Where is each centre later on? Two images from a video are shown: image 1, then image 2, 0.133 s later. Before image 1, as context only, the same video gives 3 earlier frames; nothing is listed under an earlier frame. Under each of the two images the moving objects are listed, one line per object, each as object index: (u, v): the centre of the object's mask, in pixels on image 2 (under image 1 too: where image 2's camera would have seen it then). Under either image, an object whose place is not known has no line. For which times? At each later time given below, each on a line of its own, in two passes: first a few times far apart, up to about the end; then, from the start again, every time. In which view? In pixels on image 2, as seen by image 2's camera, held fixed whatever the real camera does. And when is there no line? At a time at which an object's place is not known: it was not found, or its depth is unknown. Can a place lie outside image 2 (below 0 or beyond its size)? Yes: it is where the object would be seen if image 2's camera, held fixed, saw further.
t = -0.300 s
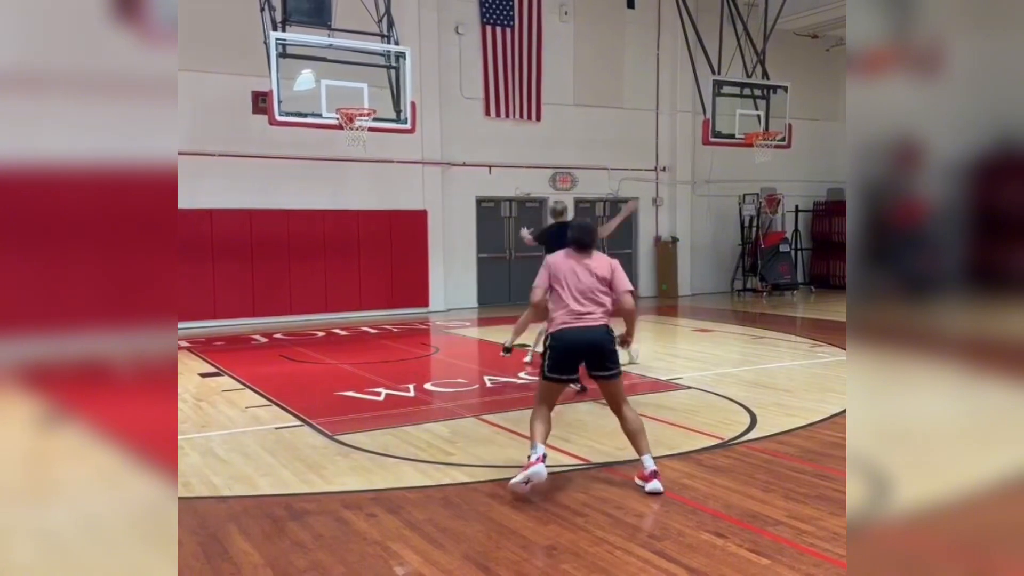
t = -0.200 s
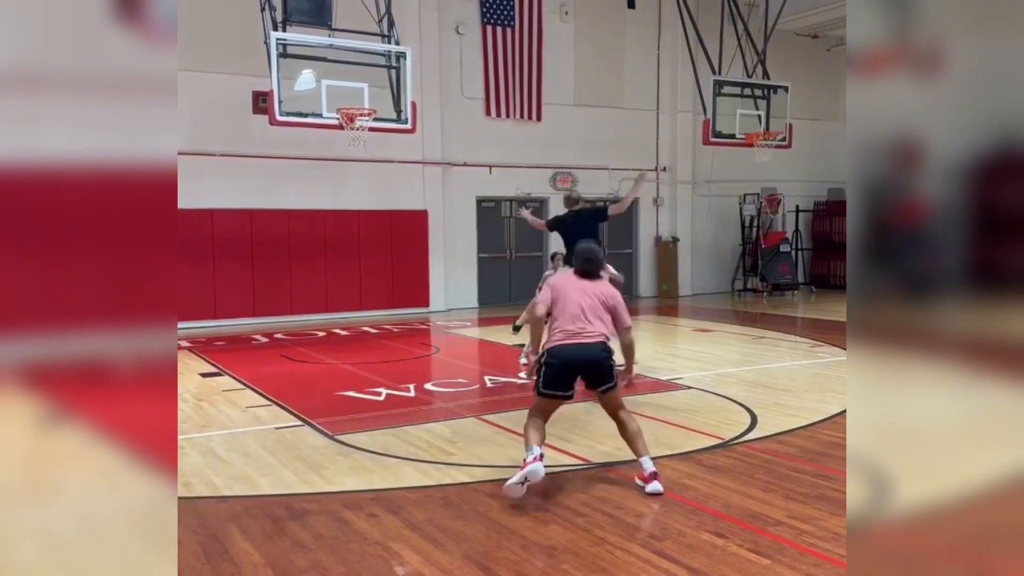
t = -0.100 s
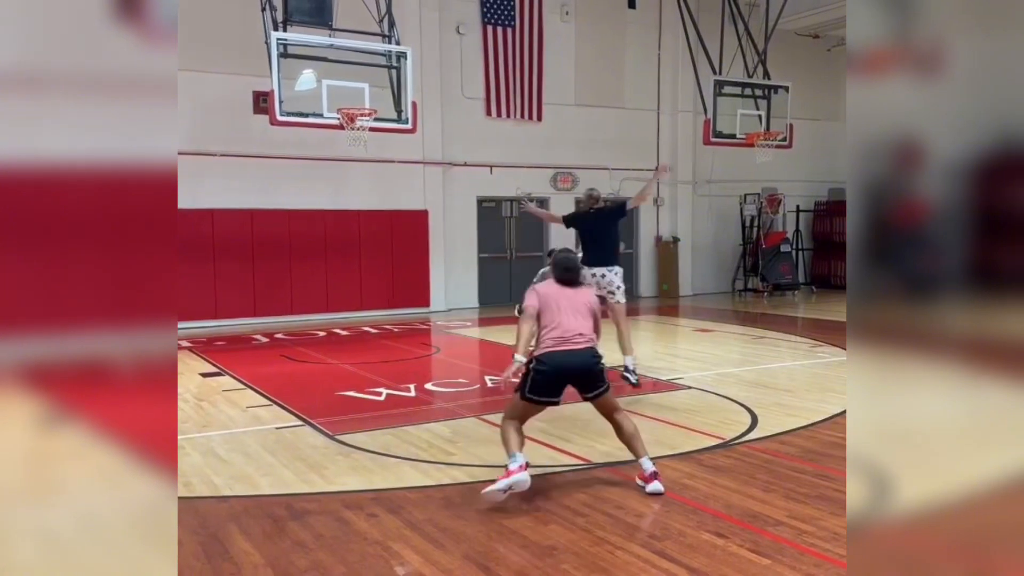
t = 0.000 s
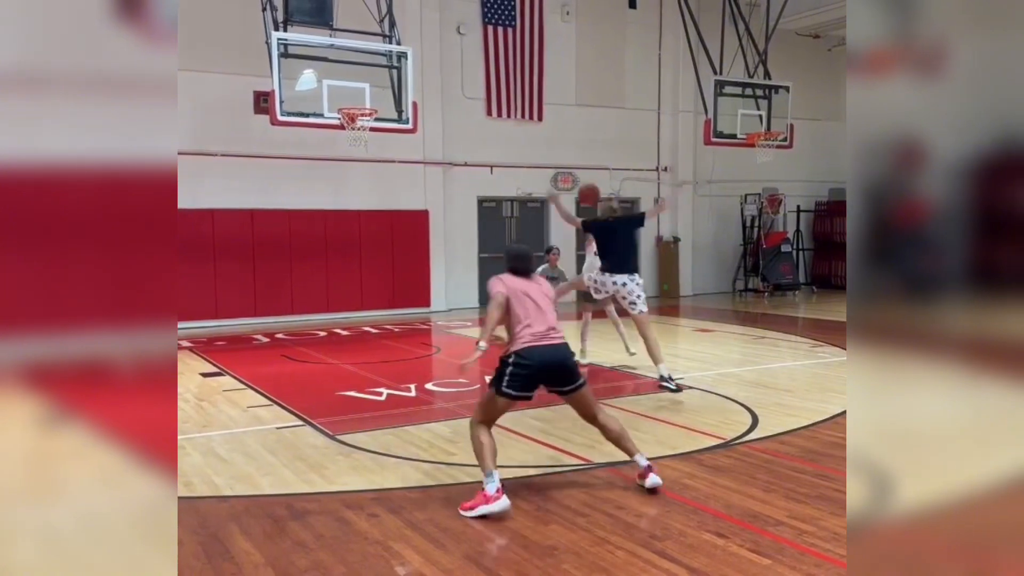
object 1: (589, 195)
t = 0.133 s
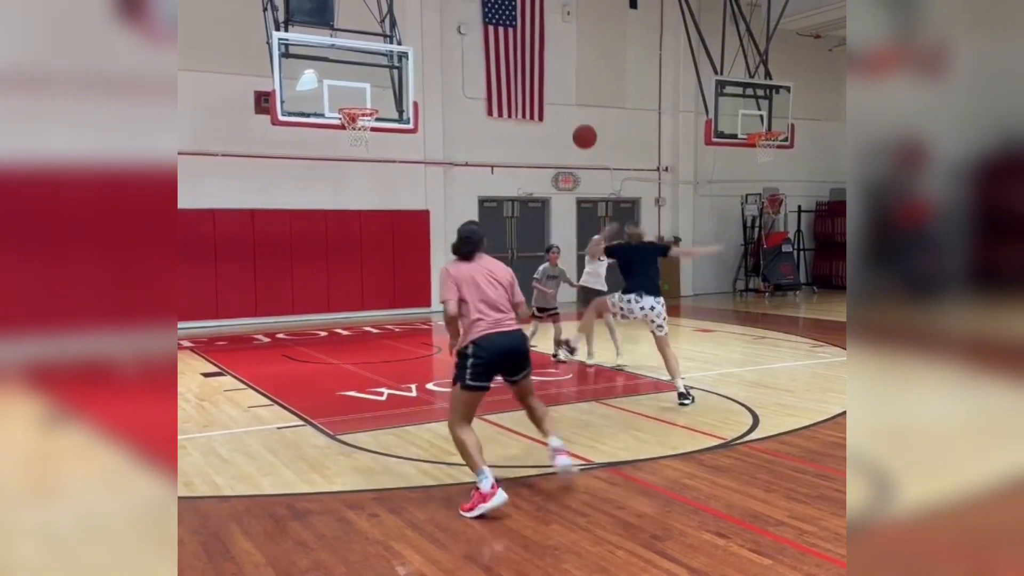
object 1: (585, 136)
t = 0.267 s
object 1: (579, 90)
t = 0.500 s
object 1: (569, 43)
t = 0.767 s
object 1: (552, 78)
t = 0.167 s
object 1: (583, 124)
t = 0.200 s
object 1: (582, 112)
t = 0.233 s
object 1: (581, 100)
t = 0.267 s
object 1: (579, 90)
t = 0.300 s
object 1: (578, 80)
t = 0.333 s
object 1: (577, 71)
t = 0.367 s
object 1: (575, 63)
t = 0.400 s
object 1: (573, 57)
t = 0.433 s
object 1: (572, 51)
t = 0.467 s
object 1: (570, 47)
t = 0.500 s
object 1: (569, 43)
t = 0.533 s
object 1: (567, 42)
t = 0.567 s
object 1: (565, 41)
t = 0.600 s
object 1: (563, 43)
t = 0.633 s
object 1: (561, 46)
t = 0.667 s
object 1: (559, 51)
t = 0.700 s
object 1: (557, 57)
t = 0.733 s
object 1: (555, 67)
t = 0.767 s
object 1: (552, 78)
